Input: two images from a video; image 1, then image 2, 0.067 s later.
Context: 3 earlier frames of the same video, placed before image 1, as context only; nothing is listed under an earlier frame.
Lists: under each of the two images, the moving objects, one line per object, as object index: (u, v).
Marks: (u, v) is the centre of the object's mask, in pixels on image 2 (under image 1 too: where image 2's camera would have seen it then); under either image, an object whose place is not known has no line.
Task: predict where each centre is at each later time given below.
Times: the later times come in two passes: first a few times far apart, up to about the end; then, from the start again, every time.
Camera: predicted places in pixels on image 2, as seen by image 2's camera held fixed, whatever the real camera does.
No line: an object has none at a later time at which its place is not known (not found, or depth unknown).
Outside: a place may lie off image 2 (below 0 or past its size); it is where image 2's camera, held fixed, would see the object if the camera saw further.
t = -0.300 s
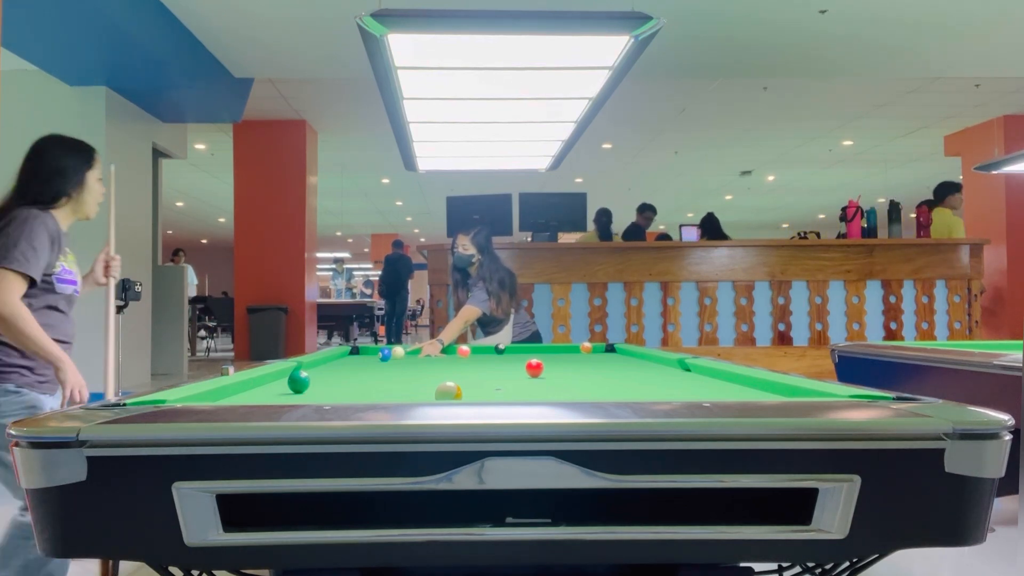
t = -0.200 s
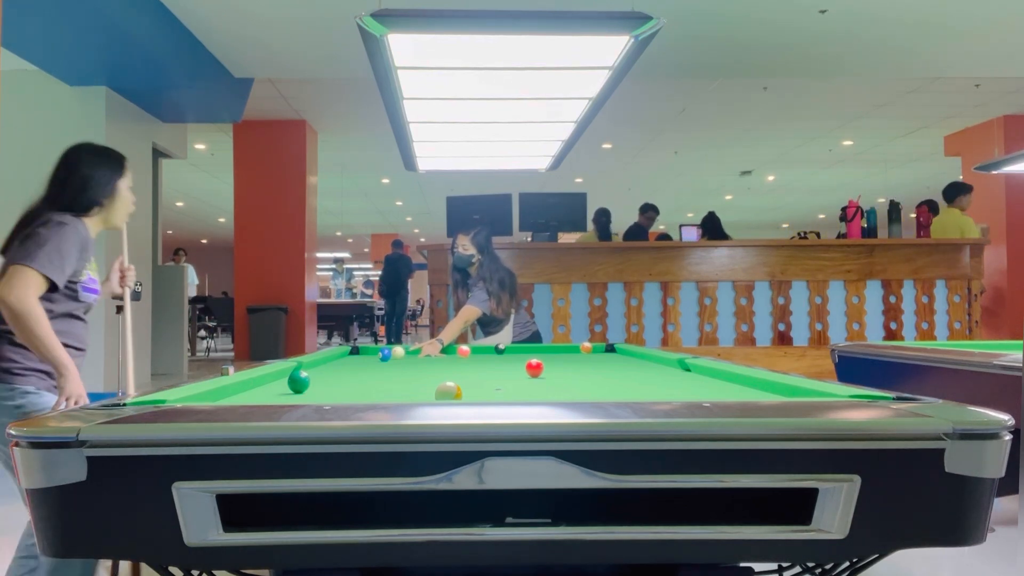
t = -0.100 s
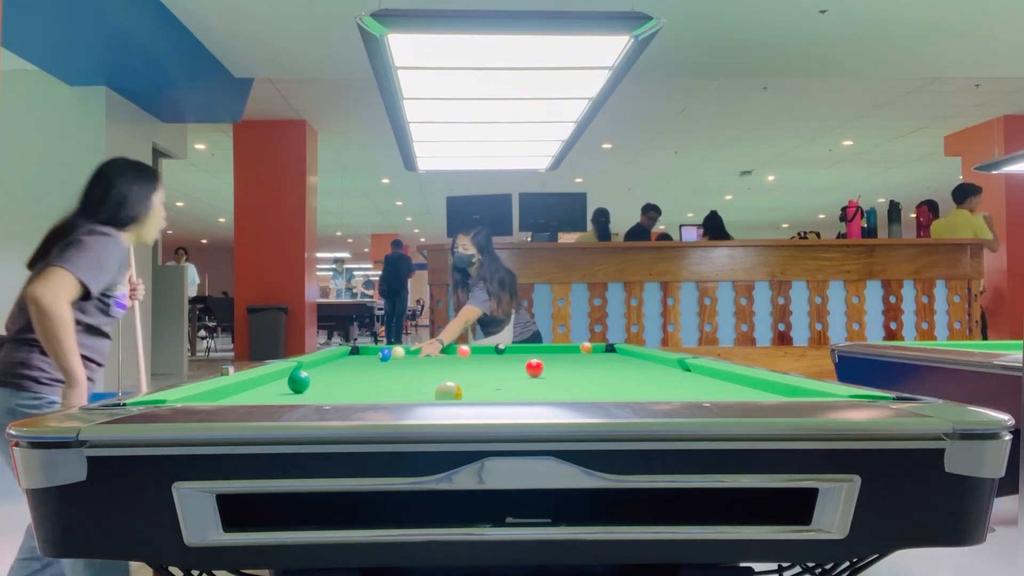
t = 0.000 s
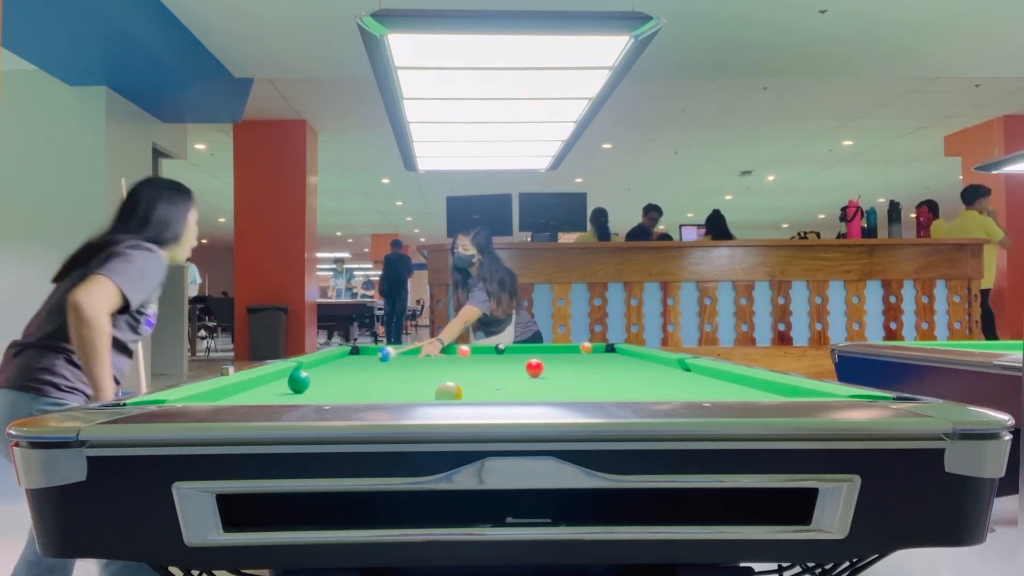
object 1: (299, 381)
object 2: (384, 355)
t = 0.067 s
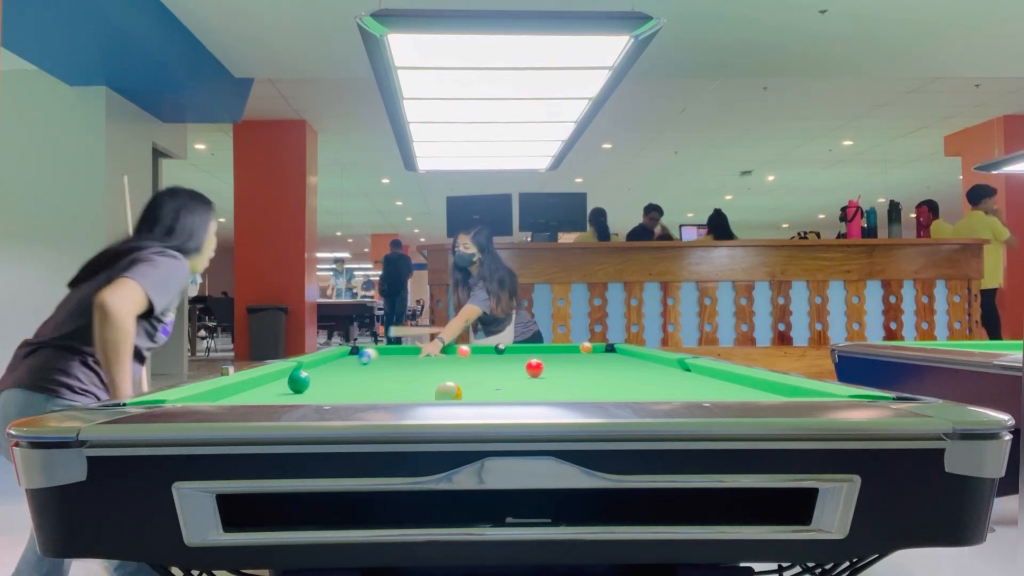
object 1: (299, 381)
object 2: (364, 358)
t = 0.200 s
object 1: (299, 381)
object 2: (320, 364)
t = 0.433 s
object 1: (299, 382)
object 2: (303, 370)
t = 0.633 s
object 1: (294, 390)
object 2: (300, 376)
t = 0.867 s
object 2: (296, 384)
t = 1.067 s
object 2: (293, 387)
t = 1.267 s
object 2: (293, 391)
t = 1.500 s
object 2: (292, 393)
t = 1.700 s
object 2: (292, 395)
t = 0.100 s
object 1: (299, 381)
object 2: (354, 359)
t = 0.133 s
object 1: (299, 381)
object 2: (343, 361)
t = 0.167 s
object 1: (299, 381)
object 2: (333, 362)
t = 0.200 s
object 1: (299, 381)
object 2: (320, 364)
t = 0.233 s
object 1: (299, 381)
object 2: (307, 365)
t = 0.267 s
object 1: (299, 381)
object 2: (304, 366)
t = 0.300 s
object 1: (299, 382)
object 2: (304, 367)
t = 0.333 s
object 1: (299, 382)
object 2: (304, 368)
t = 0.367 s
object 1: (299, 382)
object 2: (304, 369)
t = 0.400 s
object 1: (299, 382)
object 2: (304, 369)
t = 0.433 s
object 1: (299, 382)
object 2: (303, 370)
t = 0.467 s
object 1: (299, 380)
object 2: (304, 371)
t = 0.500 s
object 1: (298, 381)
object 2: (301, 371)
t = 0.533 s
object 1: (298, 384)
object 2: (301, 372)
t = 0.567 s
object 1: (296, 387)
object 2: (301, 374)
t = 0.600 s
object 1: (295, 390)
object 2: (302, 375)
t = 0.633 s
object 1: (294, 390)
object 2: (300, 376)
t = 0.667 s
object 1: (293, 392)
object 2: (300, 377)
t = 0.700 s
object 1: (291, 393)
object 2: (299, 378)
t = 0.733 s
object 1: (290, 394)
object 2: (298, 380)
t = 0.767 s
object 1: (290, 395)
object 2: (298, 380)
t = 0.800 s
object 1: (289, 396)
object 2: (297, 381)
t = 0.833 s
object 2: (297, 383)
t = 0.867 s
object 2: (296, 384)
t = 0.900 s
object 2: (296, 383)
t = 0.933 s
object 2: (295, 382)
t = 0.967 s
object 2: (294, 383)
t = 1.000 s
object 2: (293, 385)
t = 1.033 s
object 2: (293, 386)
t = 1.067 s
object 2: (293, 387)
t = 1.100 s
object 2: (294, 389)
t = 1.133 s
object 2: (293, 389)
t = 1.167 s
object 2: (293, 390)
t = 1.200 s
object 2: (293, 390)
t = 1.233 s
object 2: (293, 390)
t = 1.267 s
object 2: (293, 391)
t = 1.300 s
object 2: (293, 391)
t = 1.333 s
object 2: (292, 391)
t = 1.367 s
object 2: (292, 391)
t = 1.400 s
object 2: (292, 392)
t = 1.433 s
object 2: (292, 392)
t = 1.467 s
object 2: (292, 393)
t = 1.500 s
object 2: (292, 393)
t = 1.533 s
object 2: (292, 393)
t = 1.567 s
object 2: (292, 393)
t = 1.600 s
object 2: (292, 394)
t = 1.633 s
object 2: (292, 394)
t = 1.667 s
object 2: (292, 395)
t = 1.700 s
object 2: (292, 395)
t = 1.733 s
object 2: (291, 395)
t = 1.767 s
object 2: (292, 395)
